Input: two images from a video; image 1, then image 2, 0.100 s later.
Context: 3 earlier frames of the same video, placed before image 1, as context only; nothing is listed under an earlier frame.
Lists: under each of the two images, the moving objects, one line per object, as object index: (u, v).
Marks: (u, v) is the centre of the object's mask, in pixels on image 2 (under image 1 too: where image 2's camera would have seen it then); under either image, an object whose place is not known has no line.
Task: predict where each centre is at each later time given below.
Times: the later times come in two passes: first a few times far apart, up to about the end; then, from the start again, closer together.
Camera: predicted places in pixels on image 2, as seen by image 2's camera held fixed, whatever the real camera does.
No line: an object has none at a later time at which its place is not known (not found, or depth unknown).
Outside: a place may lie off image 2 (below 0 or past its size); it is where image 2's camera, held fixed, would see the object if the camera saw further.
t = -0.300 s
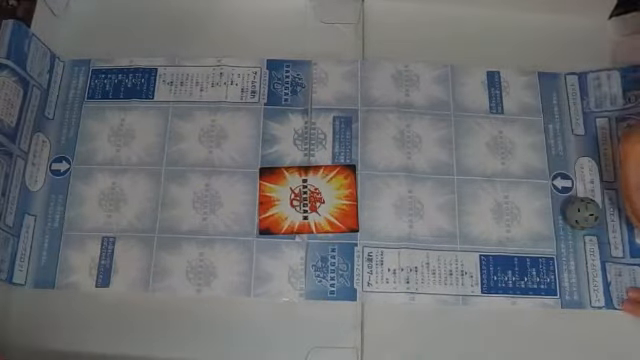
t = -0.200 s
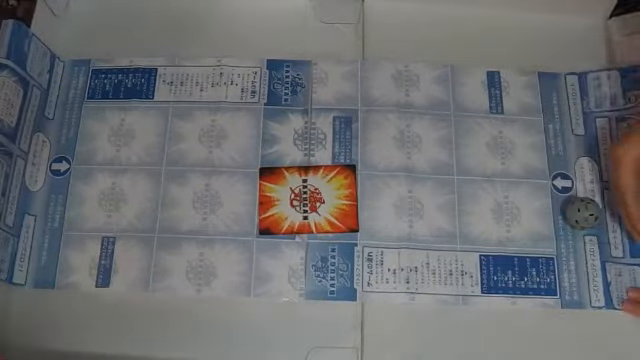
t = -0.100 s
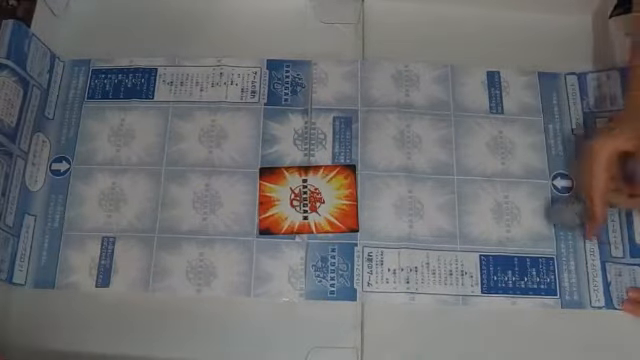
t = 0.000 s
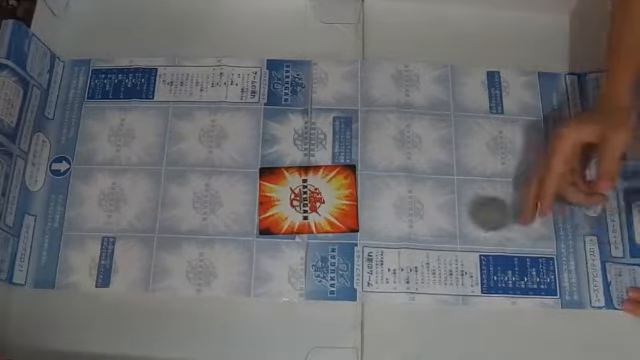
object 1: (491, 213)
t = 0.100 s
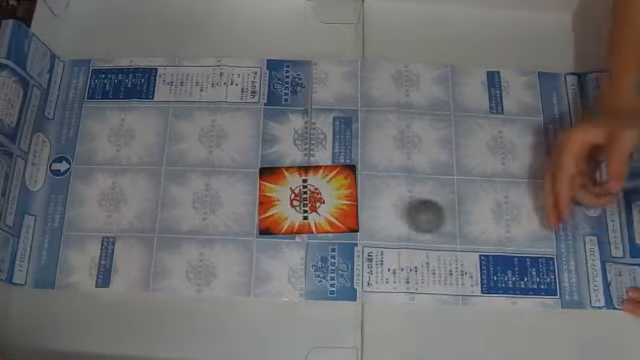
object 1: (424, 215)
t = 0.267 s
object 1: (329, 220)
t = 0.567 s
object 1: (167, 232)
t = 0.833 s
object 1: (48, 234)
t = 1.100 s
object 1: (43, 240)
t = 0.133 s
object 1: (405, 216)
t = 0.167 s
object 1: (384, 217)
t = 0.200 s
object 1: (367, 218)
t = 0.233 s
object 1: (348, 218)
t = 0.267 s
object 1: (329, 220)
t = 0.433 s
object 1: (235, 228)
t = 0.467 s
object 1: (217, 229)
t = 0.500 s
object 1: (200, 230)
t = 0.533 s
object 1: (182, 231)
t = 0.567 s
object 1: (167, 232)
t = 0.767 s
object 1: (78, 236)
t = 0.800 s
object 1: (63, 236)
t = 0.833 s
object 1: (48, 234)
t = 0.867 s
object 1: (39, 236)
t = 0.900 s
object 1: (30, 237)
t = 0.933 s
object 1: (29, 237)
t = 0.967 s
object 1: (30, 238)
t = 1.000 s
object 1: (35, 239)
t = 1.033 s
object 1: (37, 240)
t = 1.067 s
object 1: (39, 240)
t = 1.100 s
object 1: (43, 240)
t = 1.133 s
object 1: (45, 241)
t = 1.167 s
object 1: (46, 242)
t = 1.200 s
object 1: (47, 242)
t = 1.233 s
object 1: (48, 242)
